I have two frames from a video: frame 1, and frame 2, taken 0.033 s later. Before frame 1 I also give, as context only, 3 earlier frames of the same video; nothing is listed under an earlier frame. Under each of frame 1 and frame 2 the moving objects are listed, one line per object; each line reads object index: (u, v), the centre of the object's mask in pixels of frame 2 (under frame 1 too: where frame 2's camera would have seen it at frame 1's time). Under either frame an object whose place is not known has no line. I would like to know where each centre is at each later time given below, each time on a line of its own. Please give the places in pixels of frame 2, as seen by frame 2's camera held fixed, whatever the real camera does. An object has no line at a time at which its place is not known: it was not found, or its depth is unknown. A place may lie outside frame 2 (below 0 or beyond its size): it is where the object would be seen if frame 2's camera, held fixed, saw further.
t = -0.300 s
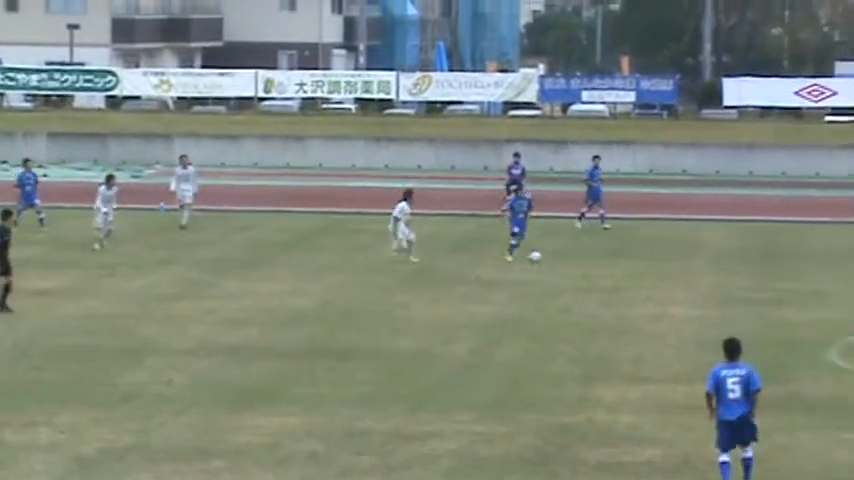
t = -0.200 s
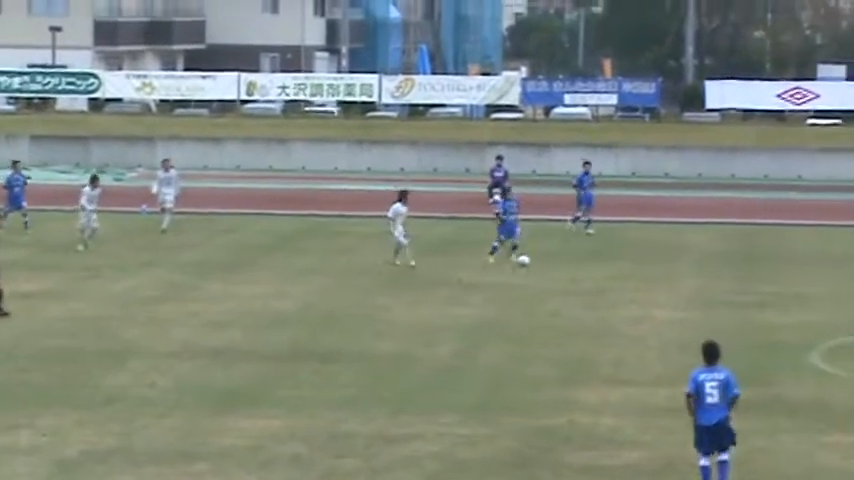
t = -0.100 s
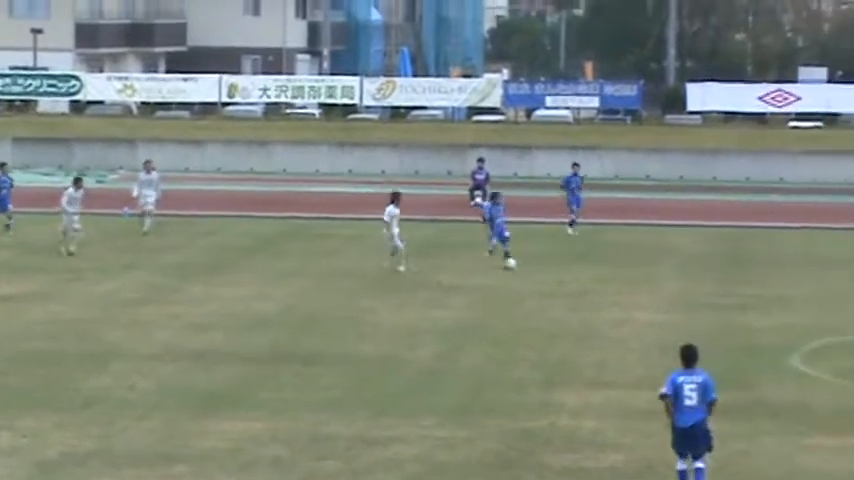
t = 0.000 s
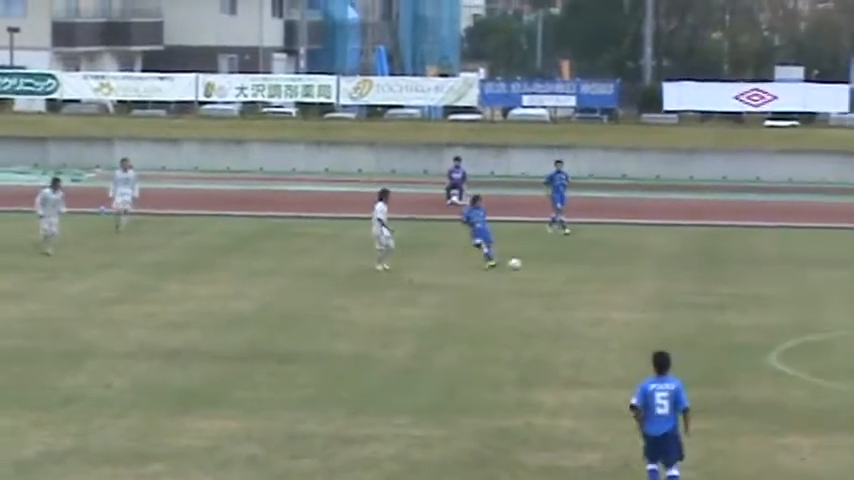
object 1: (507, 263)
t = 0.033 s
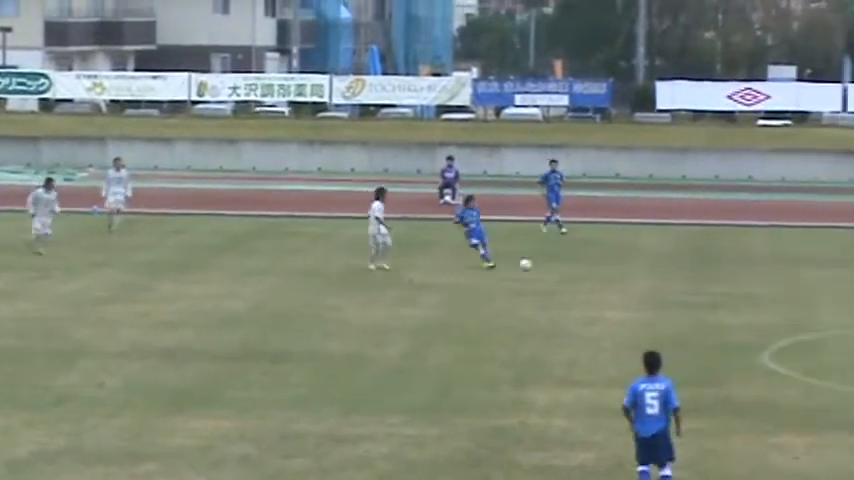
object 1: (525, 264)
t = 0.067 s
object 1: (544, 266)
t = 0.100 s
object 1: (562, 268)
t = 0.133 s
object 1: (579, 270)
